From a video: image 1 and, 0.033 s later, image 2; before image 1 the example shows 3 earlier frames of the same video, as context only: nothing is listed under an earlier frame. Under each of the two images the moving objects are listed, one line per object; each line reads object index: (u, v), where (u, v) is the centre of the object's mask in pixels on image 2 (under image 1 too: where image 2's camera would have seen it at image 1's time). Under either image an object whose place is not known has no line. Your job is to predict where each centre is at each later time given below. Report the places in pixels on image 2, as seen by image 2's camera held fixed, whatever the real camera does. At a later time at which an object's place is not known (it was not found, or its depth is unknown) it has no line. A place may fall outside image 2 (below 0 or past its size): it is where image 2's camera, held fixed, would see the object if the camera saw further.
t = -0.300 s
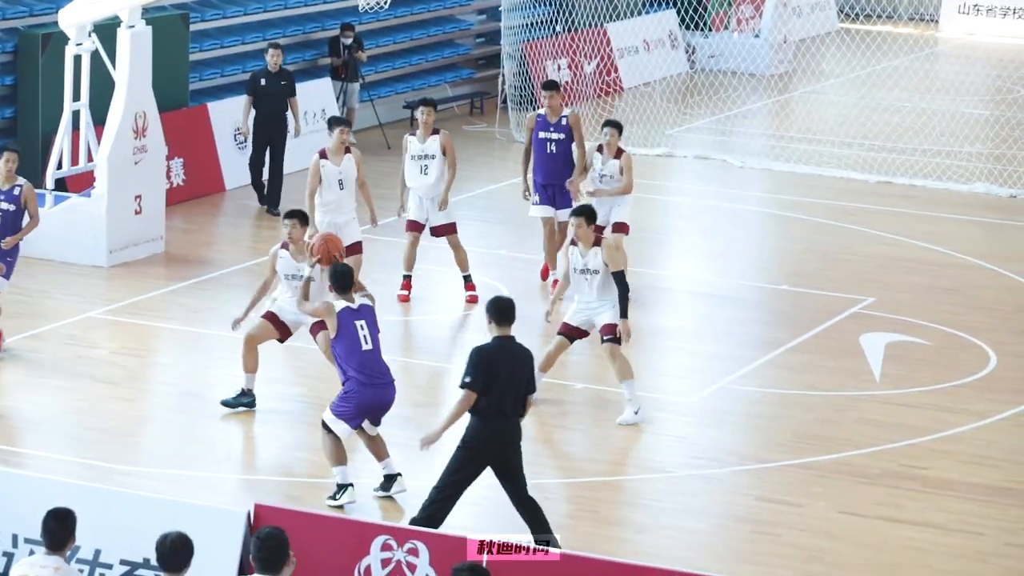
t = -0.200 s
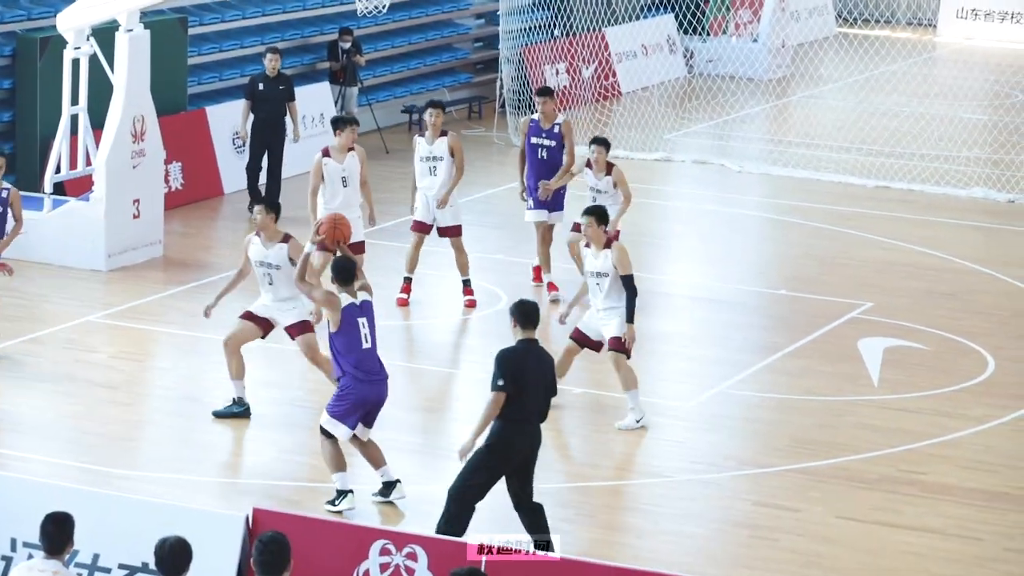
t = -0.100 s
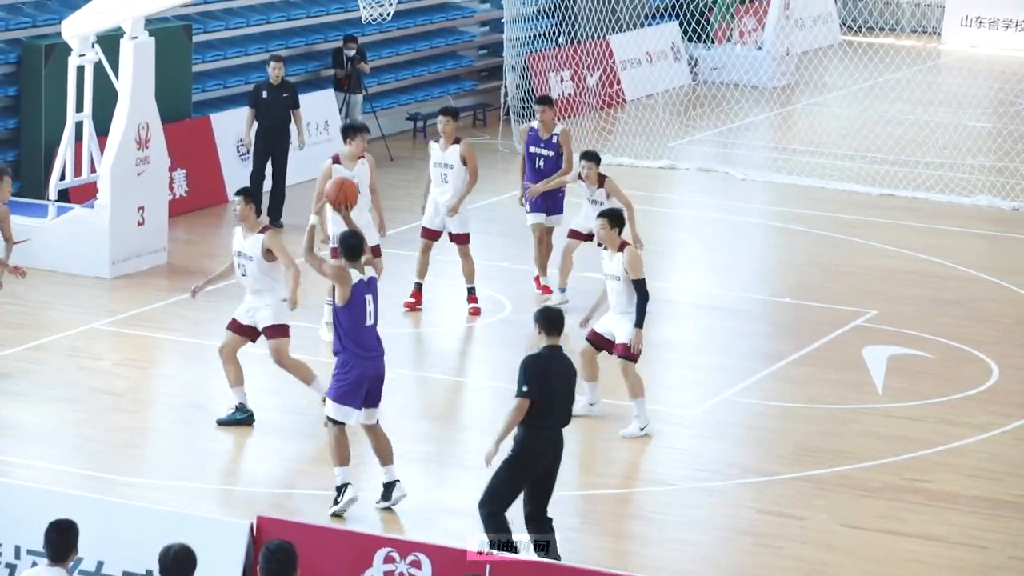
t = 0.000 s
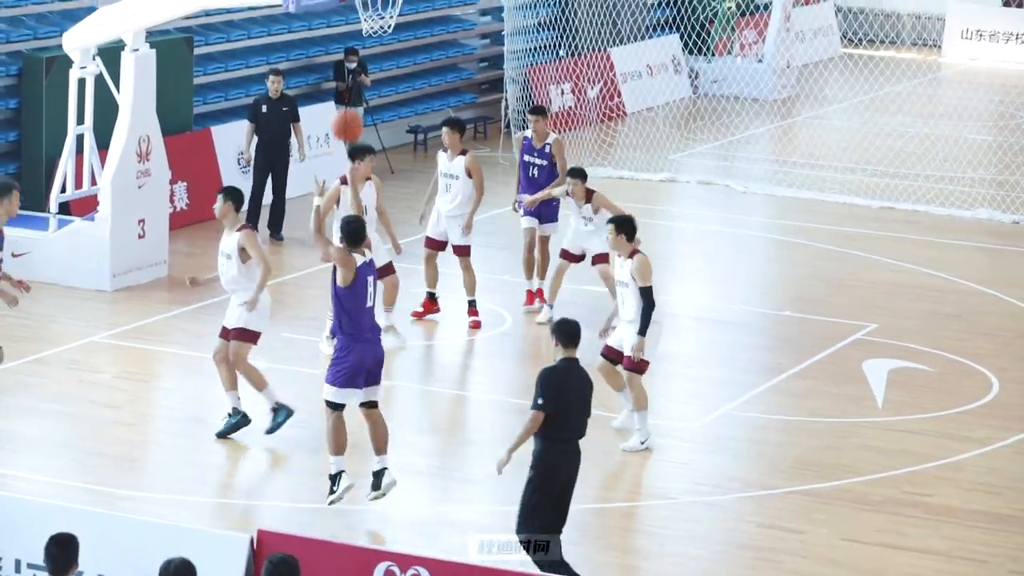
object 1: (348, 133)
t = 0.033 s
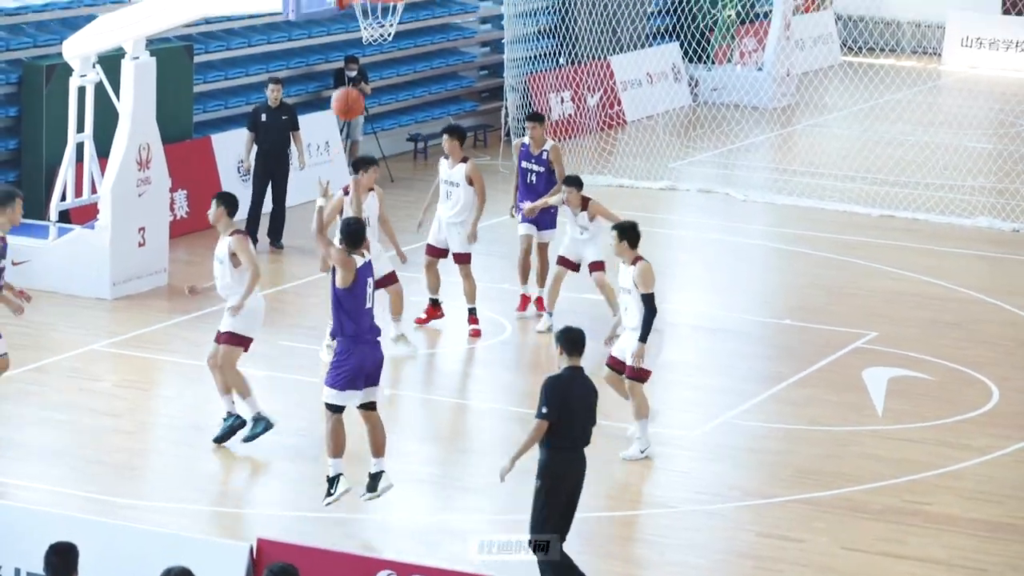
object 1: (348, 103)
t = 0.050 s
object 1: (348, 89)
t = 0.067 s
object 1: (349, 75)
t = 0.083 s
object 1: (349, 62)
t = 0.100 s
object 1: (350, 50)
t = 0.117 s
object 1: (350, 37)
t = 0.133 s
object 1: (351, 26)
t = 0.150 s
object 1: (351, 15)
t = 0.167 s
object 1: (352, 4)
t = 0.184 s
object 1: (352, -7)
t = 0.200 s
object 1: (353, -16)
